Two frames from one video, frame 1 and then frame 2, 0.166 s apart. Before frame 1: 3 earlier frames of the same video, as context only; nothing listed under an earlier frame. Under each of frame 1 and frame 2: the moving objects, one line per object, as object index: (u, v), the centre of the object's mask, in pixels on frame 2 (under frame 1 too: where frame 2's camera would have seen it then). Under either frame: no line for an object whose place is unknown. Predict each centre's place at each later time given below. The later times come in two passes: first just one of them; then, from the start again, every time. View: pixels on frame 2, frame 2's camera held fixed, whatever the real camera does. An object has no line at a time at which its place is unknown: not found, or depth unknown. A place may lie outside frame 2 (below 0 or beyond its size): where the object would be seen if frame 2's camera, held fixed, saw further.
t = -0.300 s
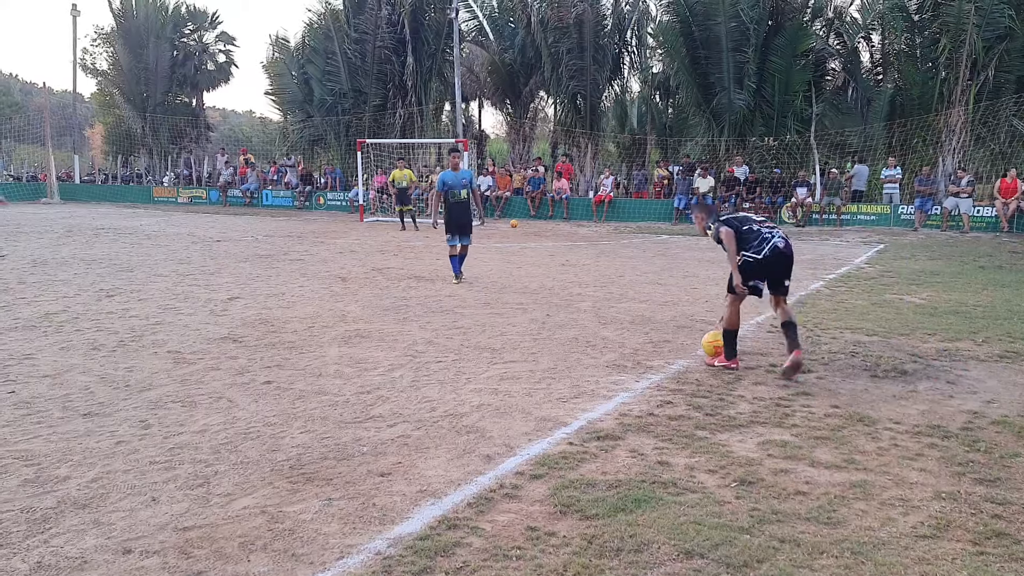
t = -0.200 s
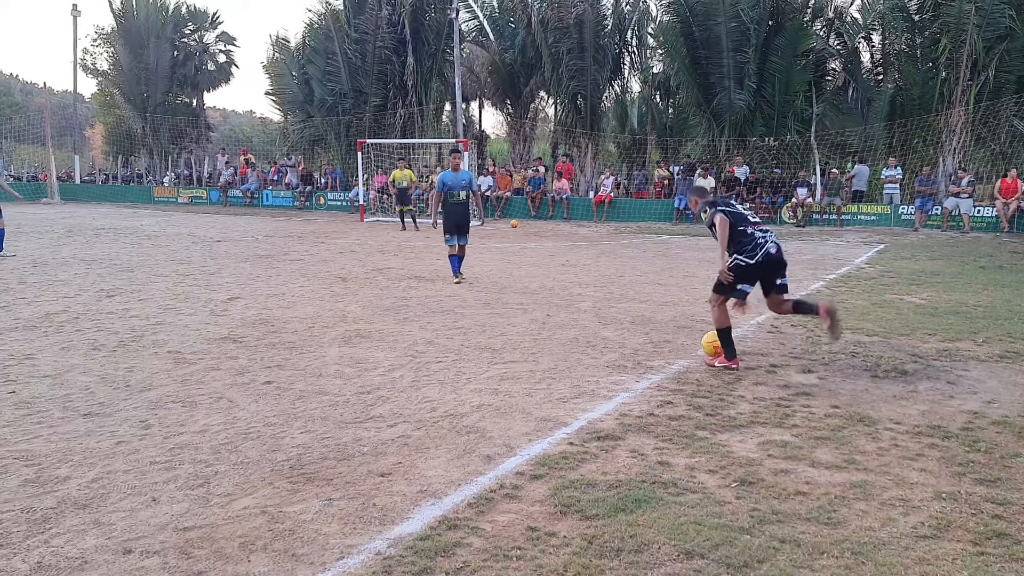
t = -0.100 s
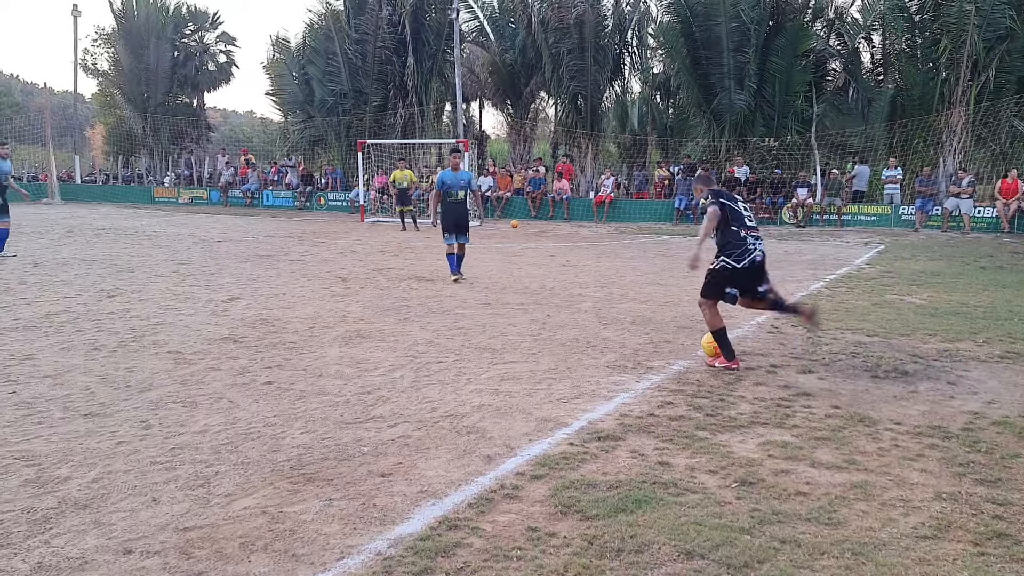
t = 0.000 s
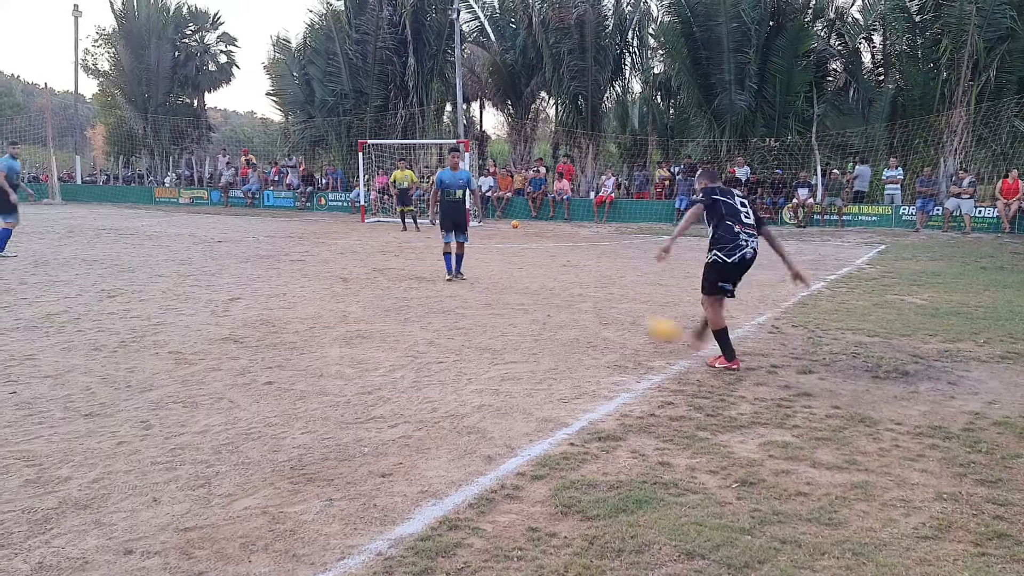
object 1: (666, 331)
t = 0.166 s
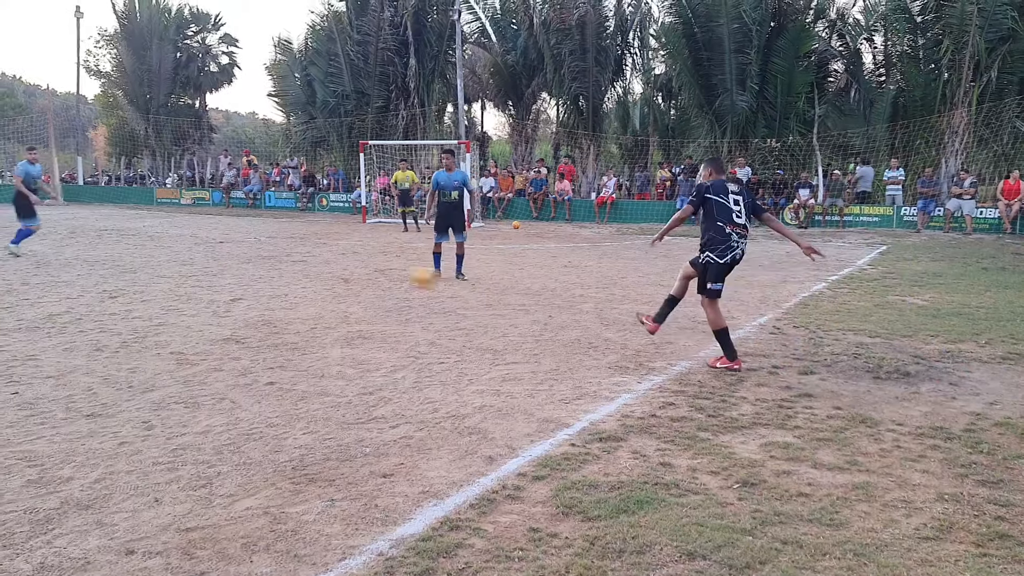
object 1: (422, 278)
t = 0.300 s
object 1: (264, 264)
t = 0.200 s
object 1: (380, 272)
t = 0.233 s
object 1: (341, 269)
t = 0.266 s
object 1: (301, 265)
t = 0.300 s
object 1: (264, 264)
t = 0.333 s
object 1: (228, 264)
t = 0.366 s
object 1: (195, 265)
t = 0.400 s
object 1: (161, 266)
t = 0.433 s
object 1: (128, 269)
